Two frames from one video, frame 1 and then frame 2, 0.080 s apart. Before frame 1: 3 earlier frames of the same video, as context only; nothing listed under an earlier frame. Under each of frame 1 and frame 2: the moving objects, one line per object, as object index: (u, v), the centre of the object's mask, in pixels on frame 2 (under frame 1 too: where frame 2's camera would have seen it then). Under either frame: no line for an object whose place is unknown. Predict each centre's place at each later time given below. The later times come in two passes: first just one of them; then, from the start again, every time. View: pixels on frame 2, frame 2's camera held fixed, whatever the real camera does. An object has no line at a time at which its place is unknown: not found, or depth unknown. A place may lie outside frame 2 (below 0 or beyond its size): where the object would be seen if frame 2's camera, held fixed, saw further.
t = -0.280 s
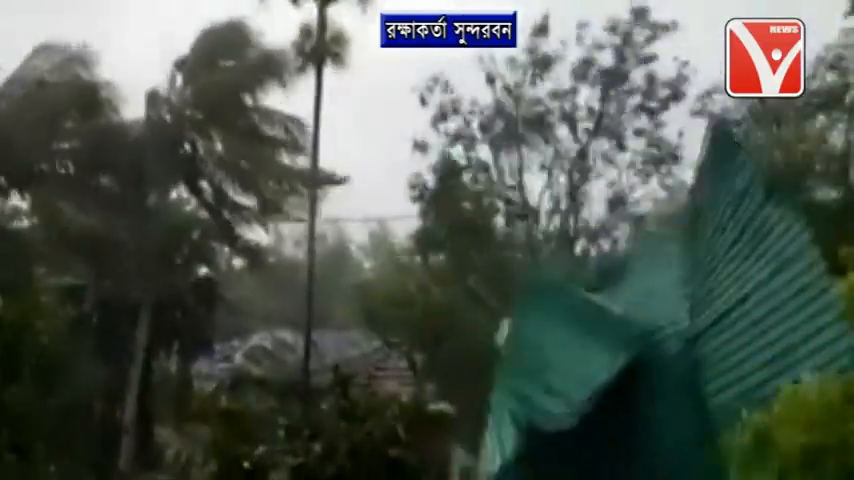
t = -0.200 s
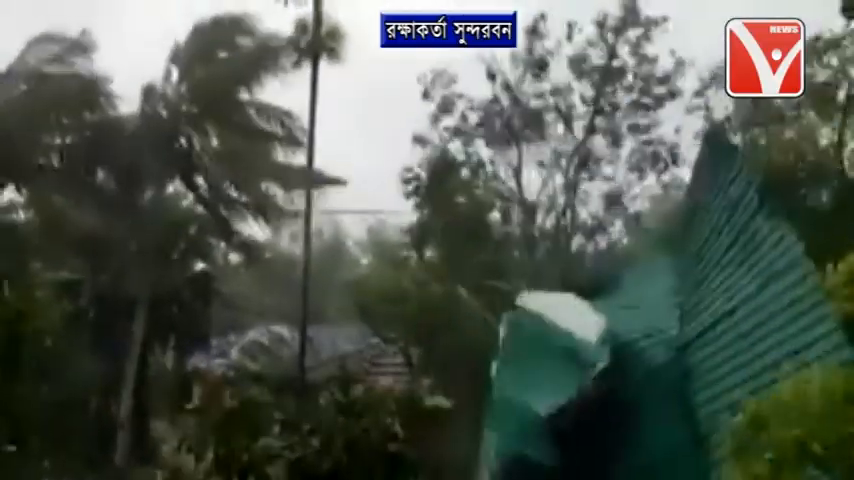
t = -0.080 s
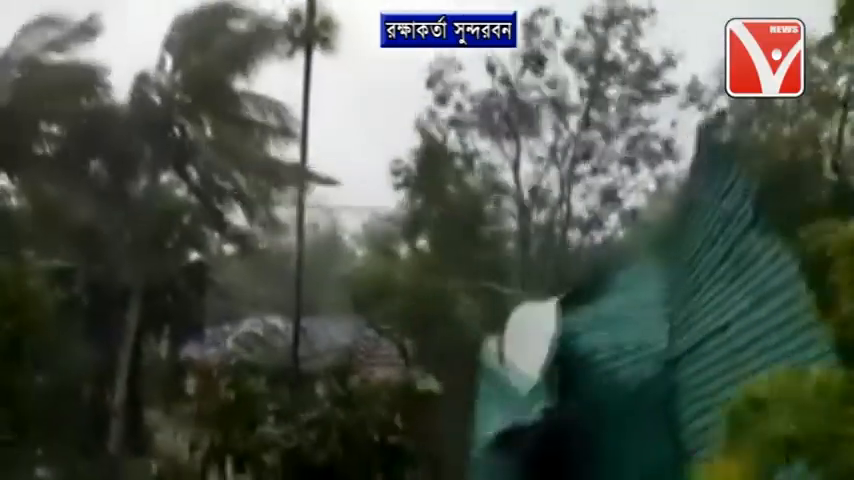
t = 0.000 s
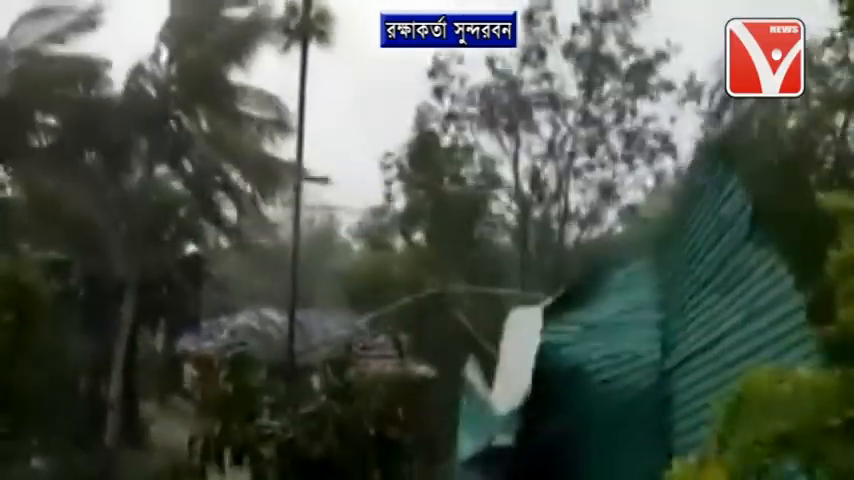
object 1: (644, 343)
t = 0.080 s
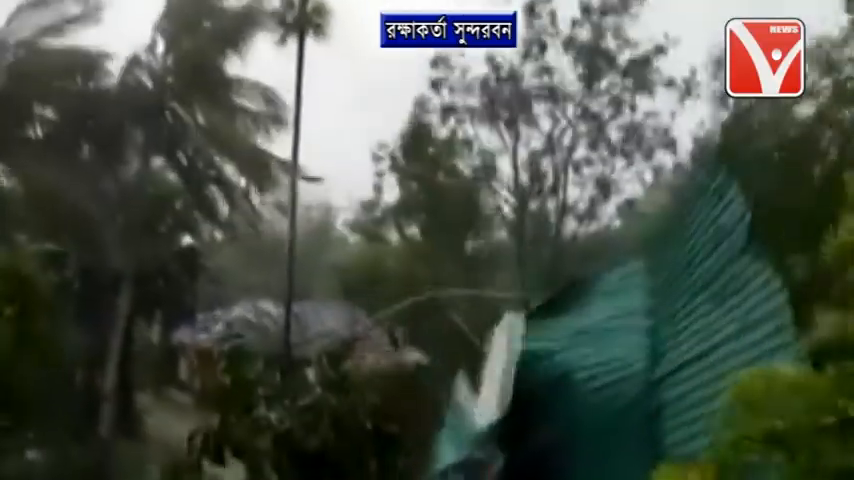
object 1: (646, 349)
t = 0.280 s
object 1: (632, 368)
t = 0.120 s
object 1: (641, 355)
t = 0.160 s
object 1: (634, 359)
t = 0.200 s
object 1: (630, 363)
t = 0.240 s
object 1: (629, 365)
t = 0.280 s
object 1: (632, 368)
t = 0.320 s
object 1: (632, 368)
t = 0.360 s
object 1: (632, 371)
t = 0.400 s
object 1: (632, 372)
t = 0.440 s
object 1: (629, 374)
